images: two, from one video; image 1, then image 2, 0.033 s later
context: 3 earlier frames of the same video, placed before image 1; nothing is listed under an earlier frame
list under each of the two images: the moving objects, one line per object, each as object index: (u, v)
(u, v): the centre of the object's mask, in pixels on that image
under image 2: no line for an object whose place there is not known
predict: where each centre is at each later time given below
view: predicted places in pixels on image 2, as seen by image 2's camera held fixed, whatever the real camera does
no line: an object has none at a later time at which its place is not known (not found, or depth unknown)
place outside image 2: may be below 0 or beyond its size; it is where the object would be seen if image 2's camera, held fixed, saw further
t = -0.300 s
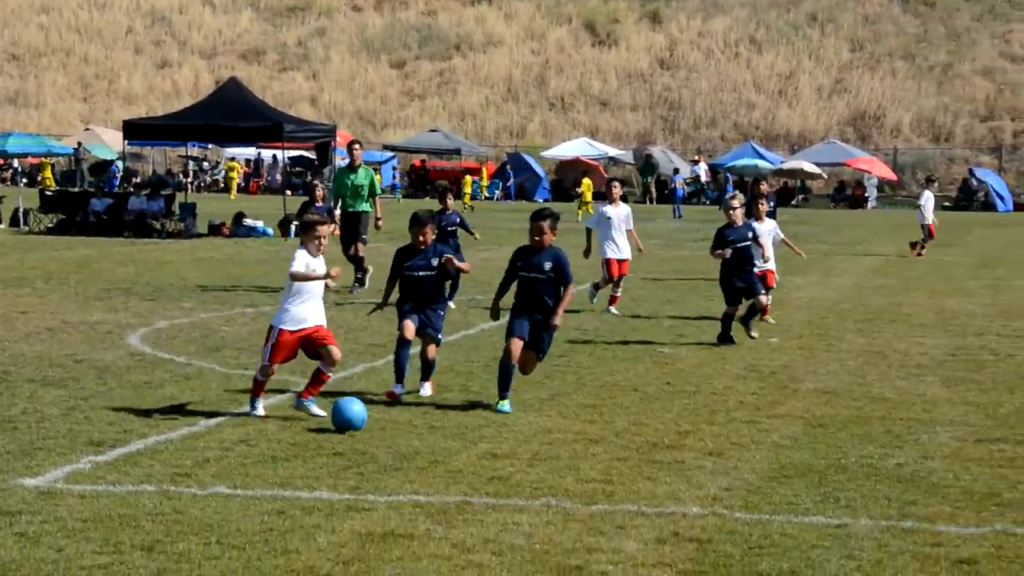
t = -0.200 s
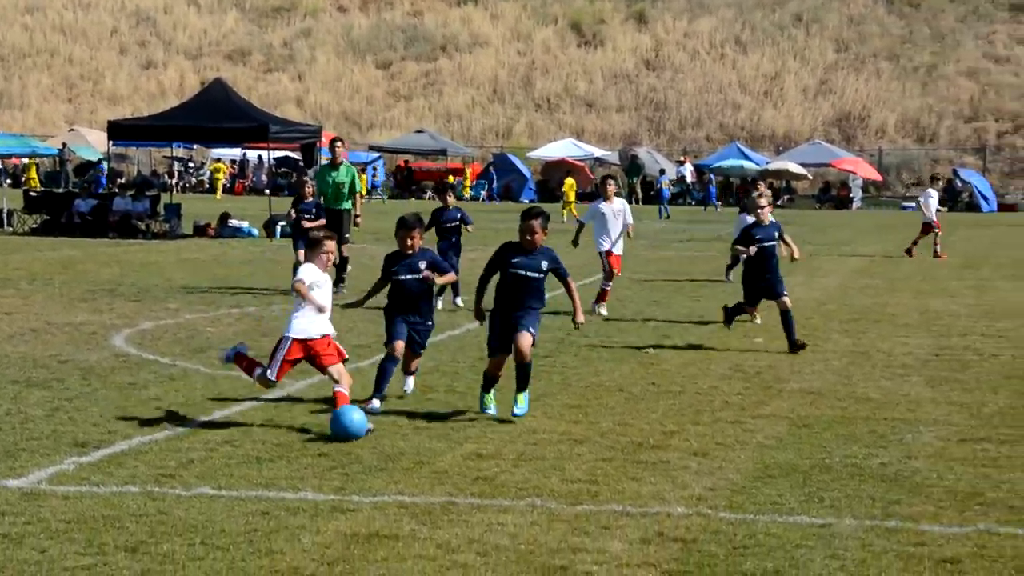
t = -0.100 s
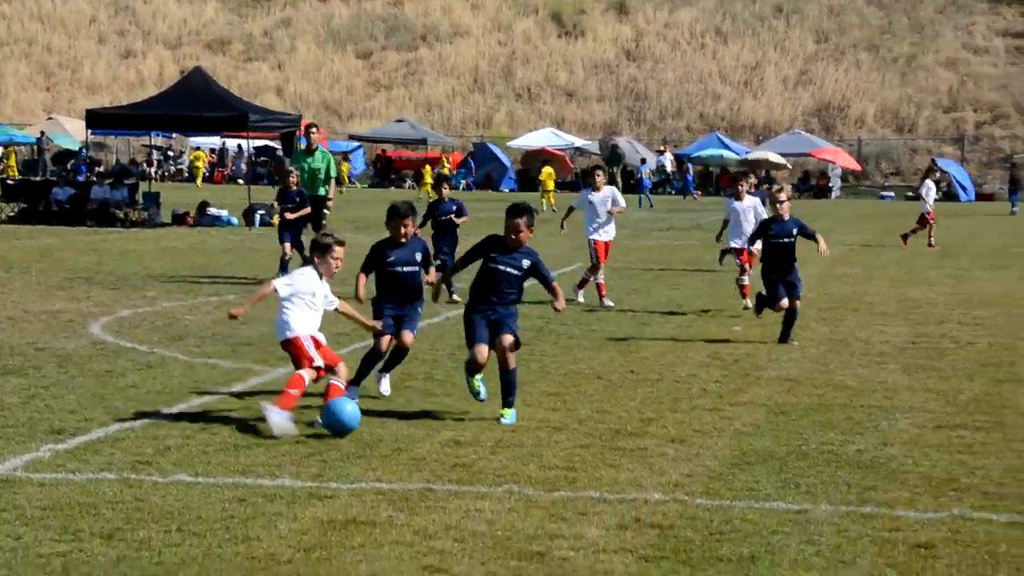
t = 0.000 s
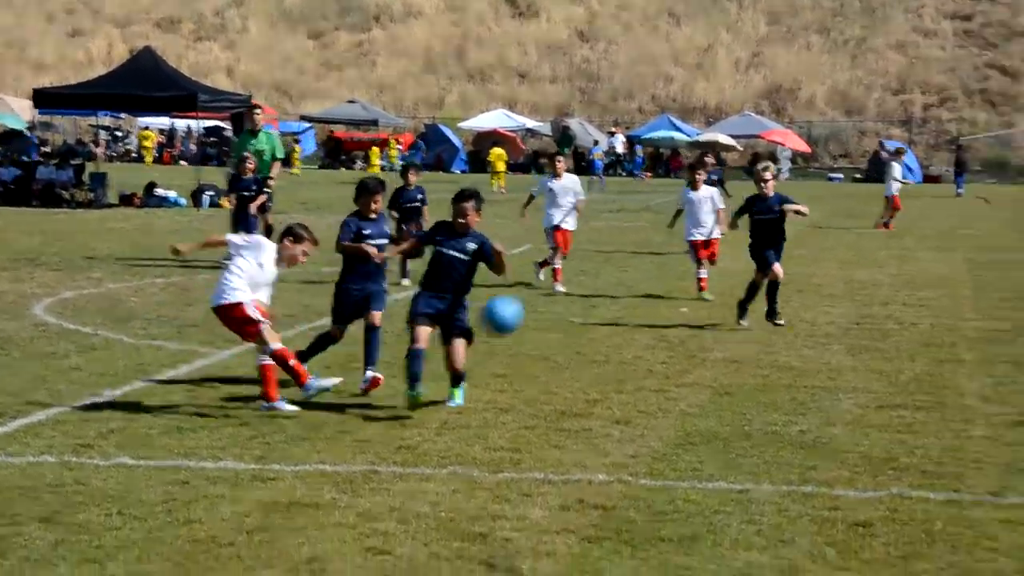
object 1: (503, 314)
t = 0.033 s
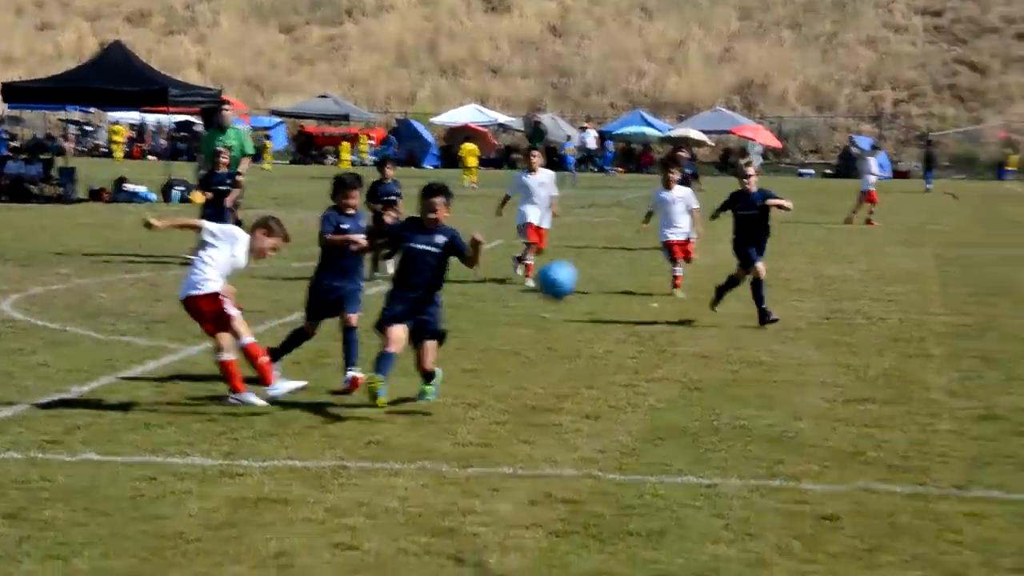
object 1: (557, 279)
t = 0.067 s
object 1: (640, 250)
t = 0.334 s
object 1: (1336, 68)
